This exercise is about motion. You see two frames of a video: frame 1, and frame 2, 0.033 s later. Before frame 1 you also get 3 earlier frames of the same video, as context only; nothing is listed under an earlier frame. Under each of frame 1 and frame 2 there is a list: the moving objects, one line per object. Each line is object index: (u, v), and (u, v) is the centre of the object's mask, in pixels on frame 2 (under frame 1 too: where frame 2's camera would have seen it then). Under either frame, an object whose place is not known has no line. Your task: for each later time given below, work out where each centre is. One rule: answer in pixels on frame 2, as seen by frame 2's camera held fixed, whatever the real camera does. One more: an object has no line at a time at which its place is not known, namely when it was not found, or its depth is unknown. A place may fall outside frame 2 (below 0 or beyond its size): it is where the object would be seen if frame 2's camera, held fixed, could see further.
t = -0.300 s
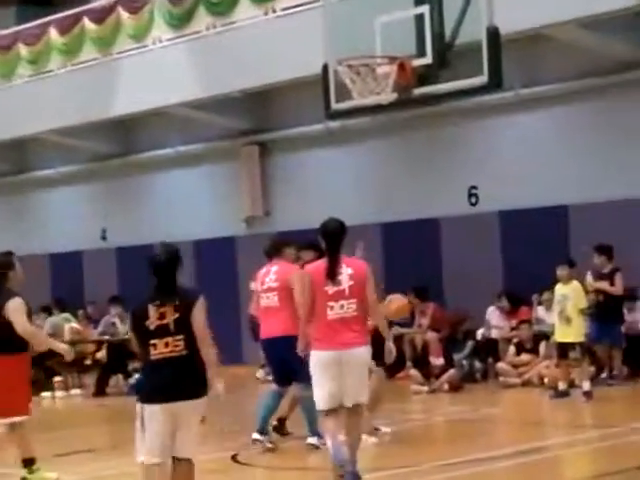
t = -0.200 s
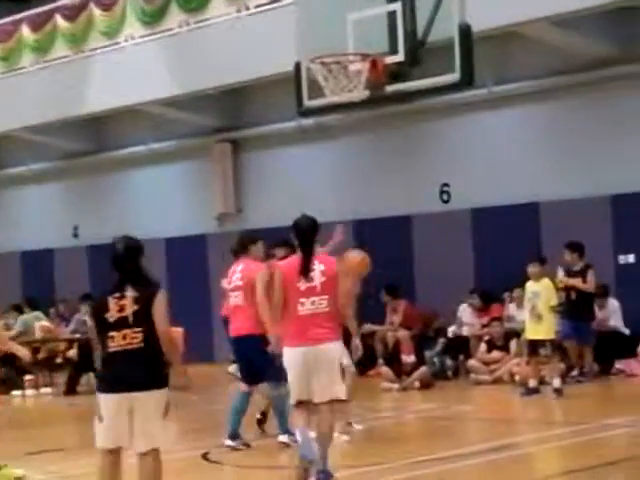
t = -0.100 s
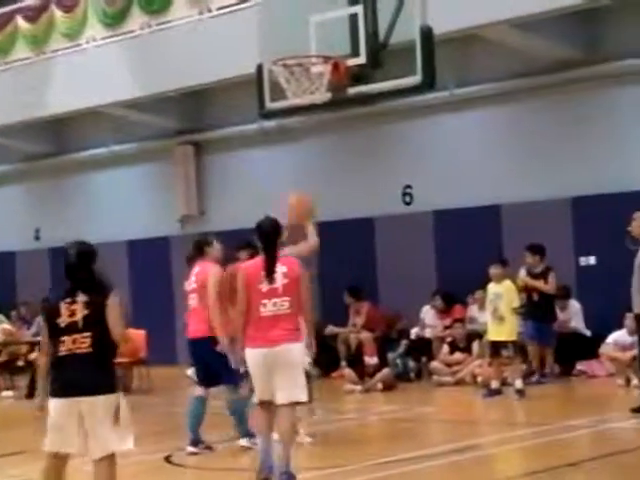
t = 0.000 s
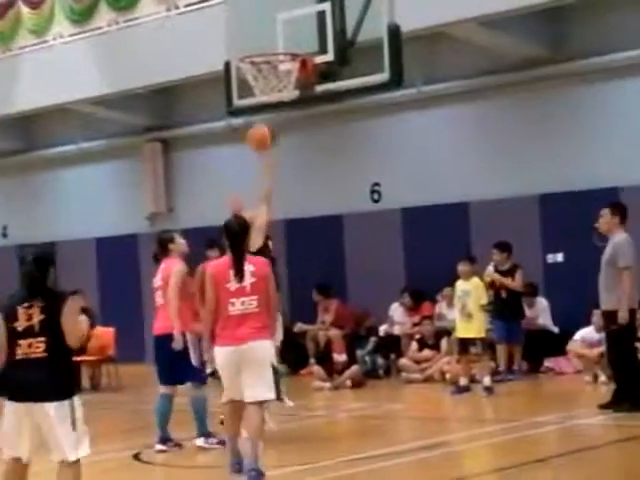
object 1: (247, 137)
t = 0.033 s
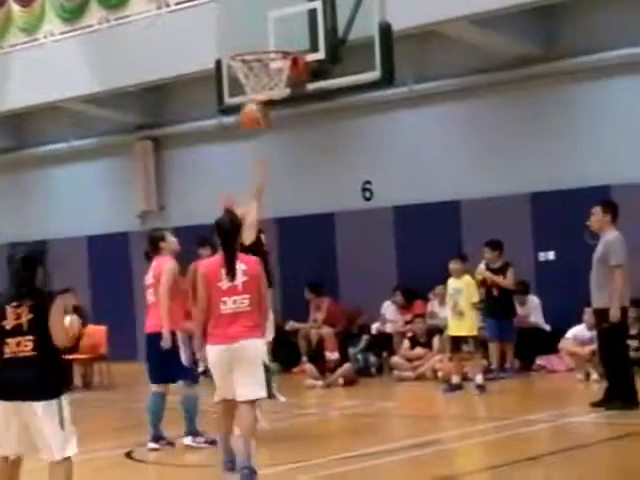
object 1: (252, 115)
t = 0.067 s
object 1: (253, 104)
